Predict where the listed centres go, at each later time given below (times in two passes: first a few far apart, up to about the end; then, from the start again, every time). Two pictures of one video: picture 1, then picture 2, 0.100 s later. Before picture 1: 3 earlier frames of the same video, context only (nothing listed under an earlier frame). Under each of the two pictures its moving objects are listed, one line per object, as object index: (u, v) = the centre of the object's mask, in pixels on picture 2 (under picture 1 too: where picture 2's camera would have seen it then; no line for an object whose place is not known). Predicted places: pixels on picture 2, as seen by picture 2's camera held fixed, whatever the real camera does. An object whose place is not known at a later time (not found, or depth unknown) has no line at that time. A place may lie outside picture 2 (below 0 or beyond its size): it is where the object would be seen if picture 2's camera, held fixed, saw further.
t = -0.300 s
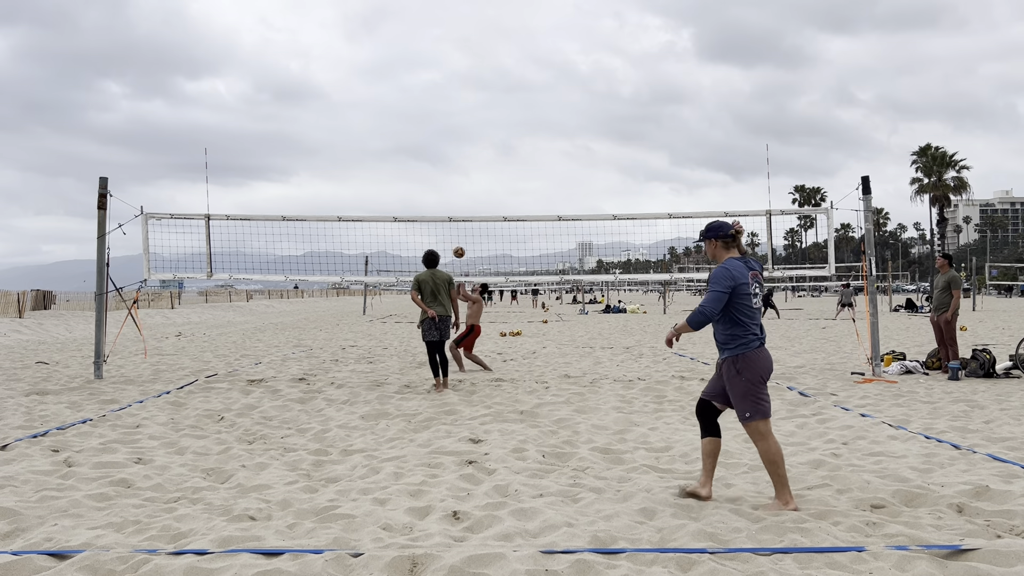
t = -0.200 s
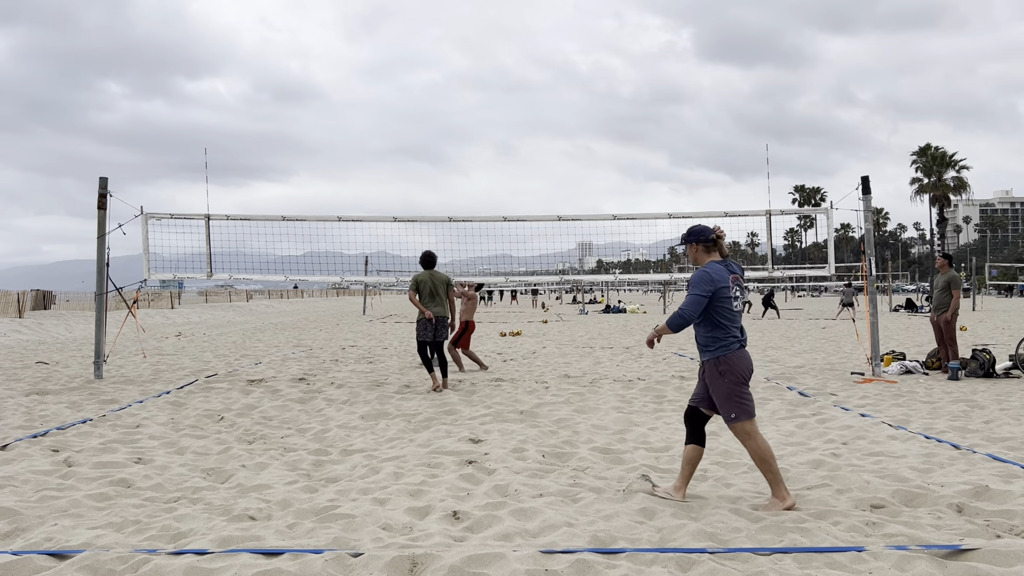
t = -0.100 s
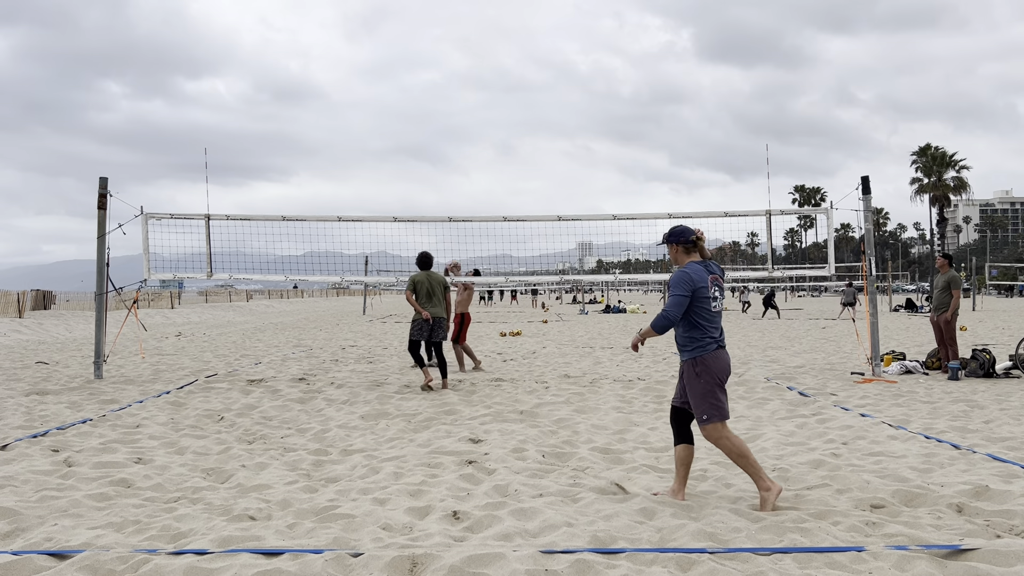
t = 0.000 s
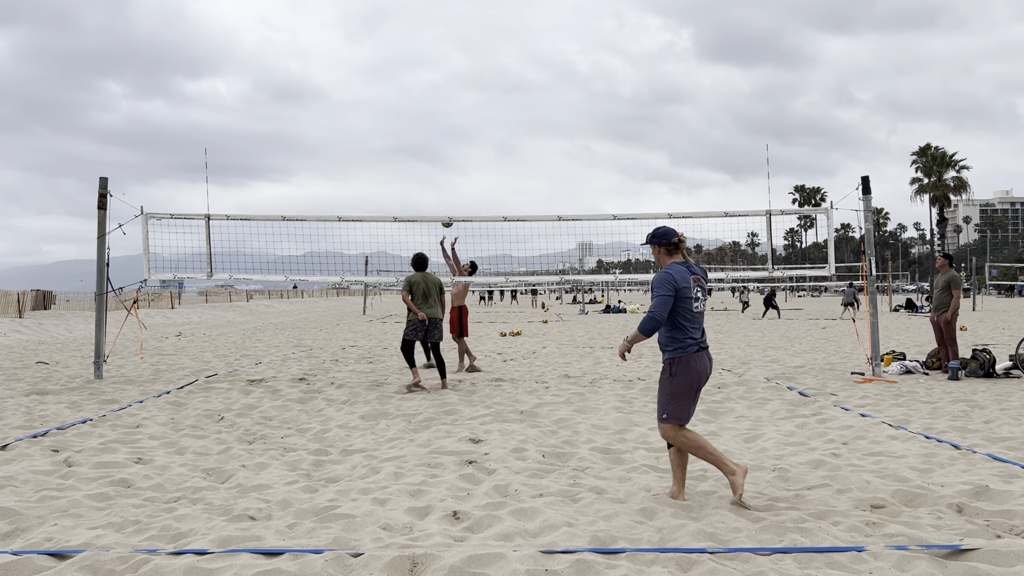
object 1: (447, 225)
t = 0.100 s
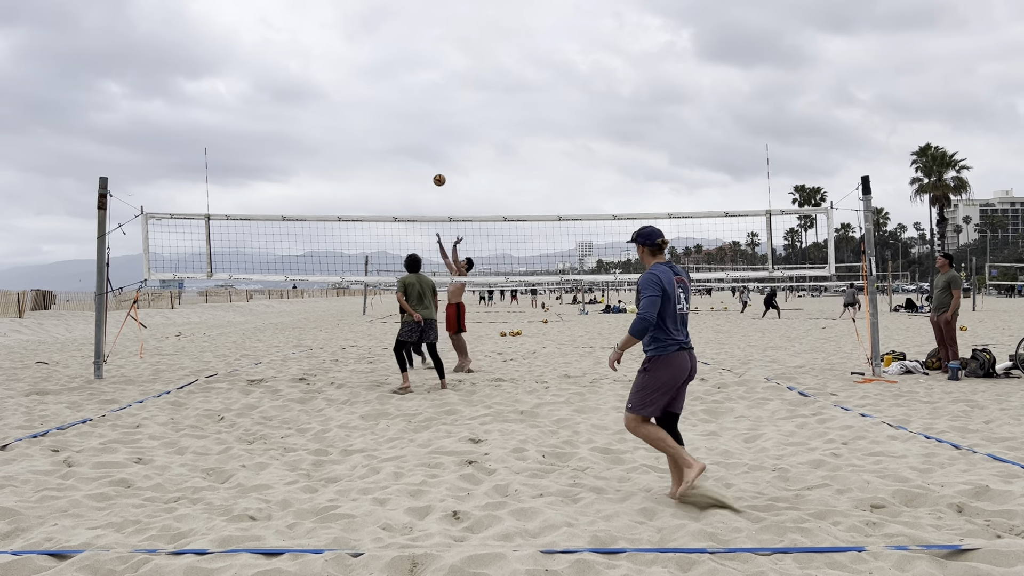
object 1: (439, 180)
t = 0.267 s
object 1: (426, 124)
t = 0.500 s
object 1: (410, 77)
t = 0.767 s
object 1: (396, 65)
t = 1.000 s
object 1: (387, 92)
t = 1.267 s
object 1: (381, 163)
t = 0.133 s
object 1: (437, 167)
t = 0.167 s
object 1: (434, 155)
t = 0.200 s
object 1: (431, 144)
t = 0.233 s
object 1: (429, 134)
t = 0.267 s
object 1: (426, 124)
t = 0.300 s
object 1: (423, 115)
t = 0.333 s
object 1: (421, 107)
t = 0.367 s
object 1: (419, 100)
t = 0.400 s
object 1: (416, 93)
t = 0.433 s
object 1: (414, 87)
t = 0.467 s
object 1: (412, 81)
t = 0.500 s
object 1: (410, 77)
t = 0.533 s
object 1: (408, 73)
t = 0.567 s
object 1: (406, 70)
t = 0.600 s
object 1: (404, 67)
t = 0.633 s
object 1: (403, 65)
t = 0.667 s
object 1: (401, 64)
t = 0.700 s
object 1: (399, 64)
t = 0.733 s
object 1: (397, 64)
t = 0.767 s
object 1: (396, 65)
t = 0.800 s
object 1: (395, 67)
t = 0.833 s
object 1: (393, 69)
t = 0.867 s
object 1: (392, 73)
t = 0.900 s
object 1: (391, 76)
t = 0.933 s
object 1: (389, 81)
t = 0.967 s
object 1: (388, 86)
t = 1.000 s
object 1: (387, 92)
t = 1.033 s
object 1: (386, 99)
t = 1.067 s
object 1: (385, 106)
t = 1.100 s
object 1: (384, 114)
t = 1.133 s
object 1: (384, 122)
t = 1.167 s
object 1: (383, 131)
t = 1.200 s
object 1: (382, 141)
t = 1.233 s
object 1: (382, 152)
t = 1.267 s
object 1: (381, 163)
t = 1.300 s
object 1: (380, 175)
